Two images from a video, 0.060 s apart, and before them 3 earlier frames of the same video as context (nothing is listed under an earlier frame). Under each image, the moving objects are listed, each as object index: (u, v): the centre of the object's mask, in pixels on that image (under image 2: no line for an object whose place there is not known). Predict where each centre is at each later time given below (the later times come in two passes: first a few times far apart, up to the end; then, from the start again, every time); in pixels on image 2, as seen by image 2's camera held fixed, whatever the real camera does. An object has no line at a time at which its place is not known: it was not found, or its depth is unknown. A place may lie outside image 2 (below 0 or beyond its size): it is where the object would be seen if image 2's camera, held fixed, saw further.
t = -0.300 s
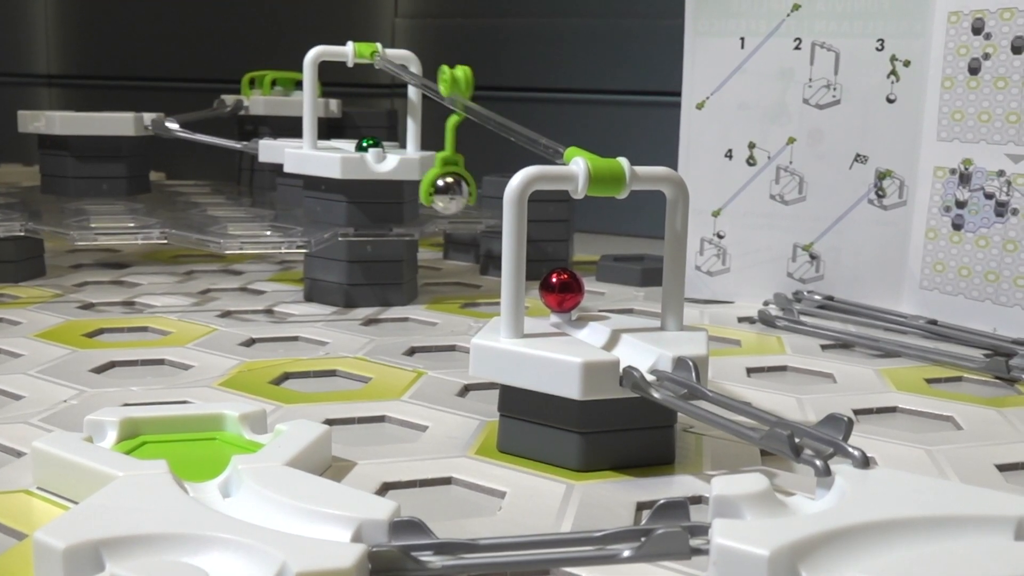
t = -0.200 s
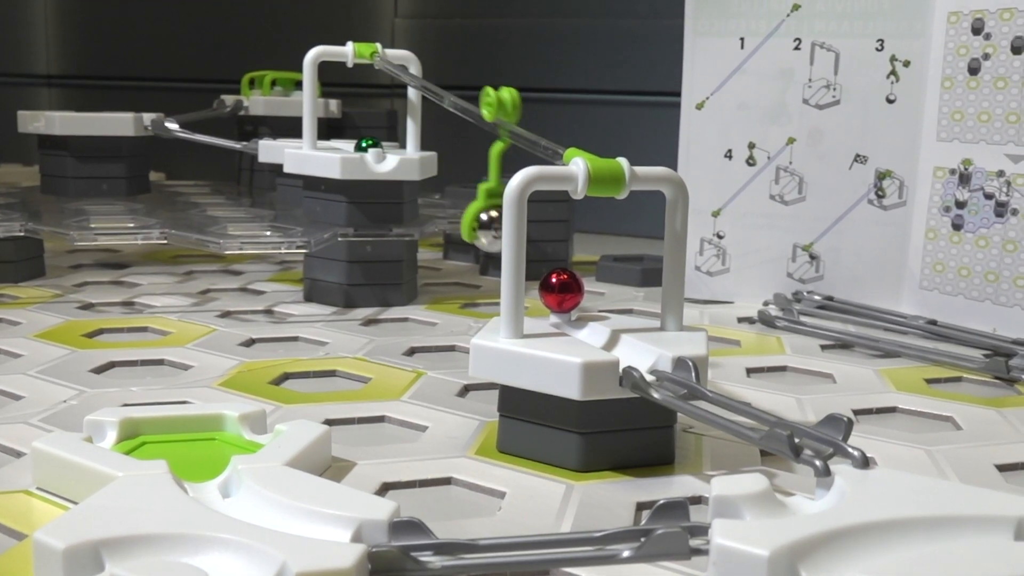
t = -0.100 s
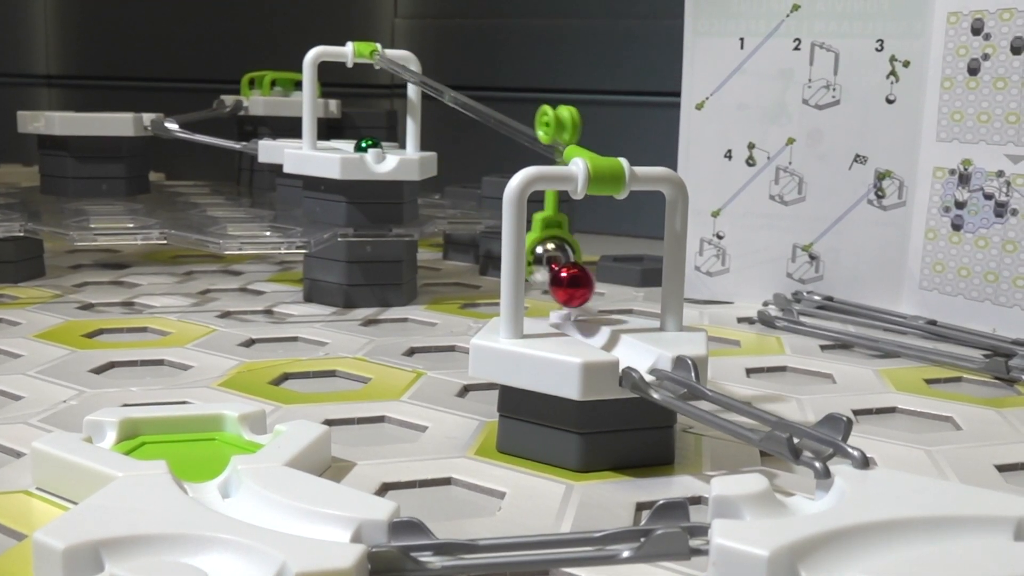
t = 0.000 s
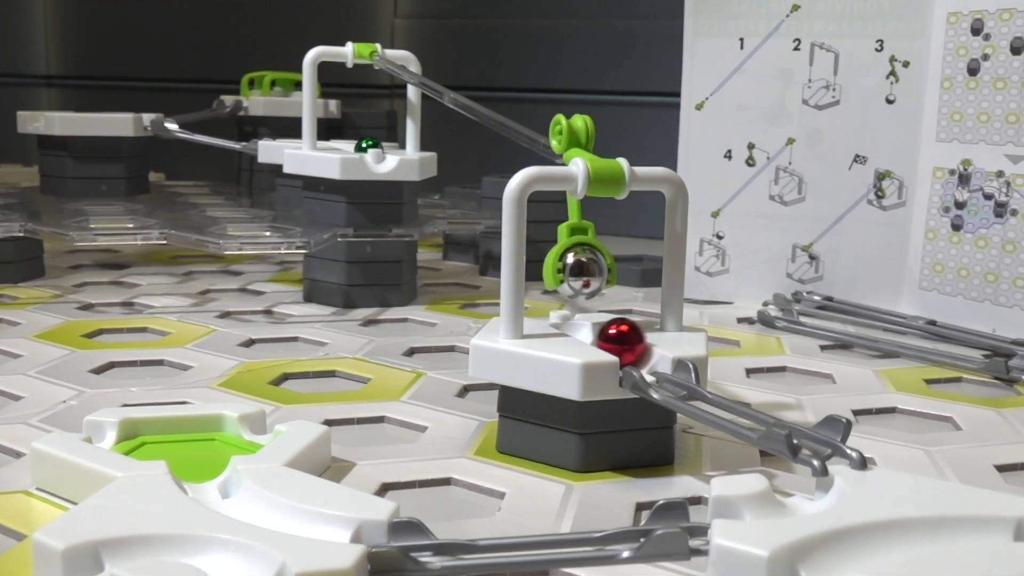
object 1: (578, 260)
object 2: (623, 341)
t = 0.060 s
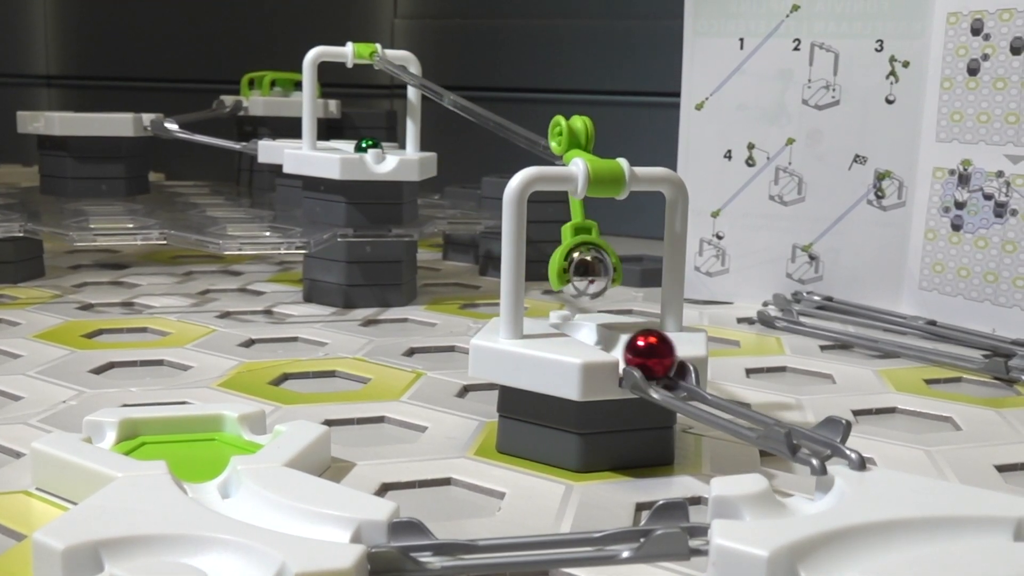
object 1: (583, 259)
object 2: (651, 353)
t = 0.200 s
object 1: (551, 249)
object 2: (743, 394)
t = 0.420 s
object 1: (559, 259)
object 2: (704, 500)
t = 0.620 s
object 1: (564, 261)
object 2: (324, 516)
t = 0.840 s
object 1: (564, 260)
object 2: (196, 430)
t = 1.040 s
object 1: (561, 259)
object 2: (227, 425)
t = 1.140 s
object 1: (558, 257)
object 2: (232, 427)
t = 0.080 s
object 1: (580, 261)
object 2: (662, 359)
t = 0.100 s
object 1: (576, 261)
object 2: (674, 364)
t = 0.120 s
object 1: (570, 261)
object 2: (686, 368)
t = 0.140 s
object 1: (563, 259)
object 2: (699, 376)
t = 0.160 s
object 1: (558, 256)
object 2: (713, 383)
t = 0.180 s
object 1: (554, 252)
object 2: (728, 388)
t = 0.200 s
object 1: (551, 249)
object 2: (743, 394)
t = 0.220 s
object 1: (548, 248)
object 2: (759, 400)
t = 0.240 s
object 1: (547, 248)
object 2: (774, 402)
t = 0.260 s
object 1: (546, 248)
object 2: (788, 408)
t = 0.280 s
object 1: (546, 248)
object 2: (801, 423)
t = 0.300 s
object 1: (547, 249)
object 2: (809, 441)
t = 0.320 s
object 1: (548, 250)
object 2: (817, 458)
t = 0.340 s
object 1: (550, 251)
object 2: (811, 480)
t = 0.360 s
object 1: (551, 253)
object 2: (797, 488)
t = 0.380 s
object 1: (554, 255)
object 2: (773, 494)
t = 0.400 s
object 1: (557, 257)
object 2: (740, 496)
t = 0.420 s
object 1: (559, 259)
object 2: (704, 500)
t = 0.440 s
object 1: (563, 260)
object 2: (670, 502)
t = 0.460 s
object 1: (566, 261)
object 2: (635, 507)
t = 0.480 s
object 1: (569, 261)
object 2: (598, 513)
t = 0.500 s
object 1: (571, 261)
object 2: (558, 516)
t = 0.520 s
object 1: (572, 261)
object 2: (518, 520)
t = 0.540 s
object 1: (572, 261)
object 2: (477, 524)
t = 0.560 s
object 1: (571, 262)
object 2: (438, 521)
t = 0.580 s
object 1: (569, 262)
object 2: (402, 523)
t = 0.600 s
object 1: (567, 261)
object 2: (363, 522)
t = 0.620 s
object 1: (564, 261)
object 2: (324, 516)
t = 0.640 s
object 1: (561, 260)
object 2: (291, 510)
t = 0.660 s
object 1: (559, 259)
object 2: (263, 503)
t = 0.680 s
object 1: (557, 257)
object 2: (241, 495)
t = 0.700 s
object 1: (556, 256)
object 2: (222, 486)
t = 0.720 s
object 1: (556, 255)
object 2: (211, 477)
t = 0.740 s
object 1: (556, 255)
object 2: (202, 468)
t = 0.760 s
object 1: (557, 256)
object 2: (198, 460)
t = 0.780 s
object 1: (558, 256)
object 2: (198, 451)
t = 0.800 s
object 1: (560, 258)
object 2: (197, 447)
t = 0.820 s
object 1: (562, 259)
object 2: (196, 438)
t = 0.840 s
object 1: (564, 260)
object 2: (196, 430)
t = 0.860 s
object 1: (566, 261)
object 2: (196, 423)
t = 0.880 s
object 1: (568, 261)
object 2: (198, 414)
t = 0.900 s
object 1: (569, 261)
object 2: (202, 415)
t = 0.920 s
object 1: (569, 261)
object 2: (207, 419)
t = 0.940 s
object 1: (569, 261)
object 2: (213, 421)
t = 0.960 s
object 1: (568, 261)
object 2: (218, 422)
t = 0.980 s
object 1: (566, 261)
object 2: (221, 423)
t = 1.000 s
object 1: (564, 261)
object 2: (224, 424)
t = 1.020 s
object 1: (562, 260)
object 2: (226, 424)
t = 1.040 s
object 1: (561, 259)
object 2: (227, 425)
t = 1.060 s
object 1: (559, 258)
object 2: (228, 425)
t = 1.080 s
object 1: (558, 258)
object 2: (229, 425)
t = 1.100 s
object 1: (558, 257)
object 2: (230, 426)
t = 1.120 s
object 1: (558, 257)
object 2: (231, 426)
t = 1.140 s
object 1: (558, 257)
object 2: (232, 427)
